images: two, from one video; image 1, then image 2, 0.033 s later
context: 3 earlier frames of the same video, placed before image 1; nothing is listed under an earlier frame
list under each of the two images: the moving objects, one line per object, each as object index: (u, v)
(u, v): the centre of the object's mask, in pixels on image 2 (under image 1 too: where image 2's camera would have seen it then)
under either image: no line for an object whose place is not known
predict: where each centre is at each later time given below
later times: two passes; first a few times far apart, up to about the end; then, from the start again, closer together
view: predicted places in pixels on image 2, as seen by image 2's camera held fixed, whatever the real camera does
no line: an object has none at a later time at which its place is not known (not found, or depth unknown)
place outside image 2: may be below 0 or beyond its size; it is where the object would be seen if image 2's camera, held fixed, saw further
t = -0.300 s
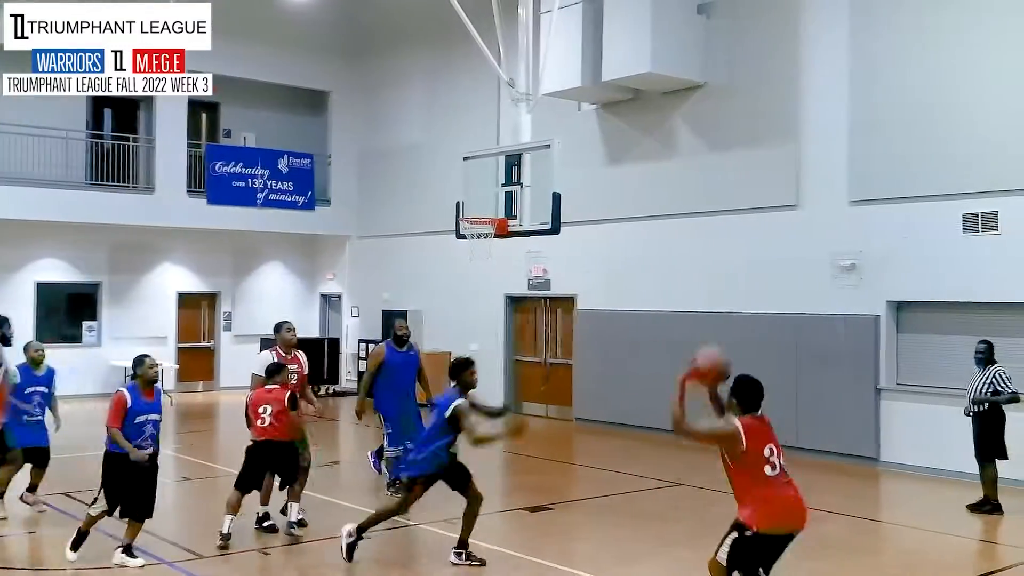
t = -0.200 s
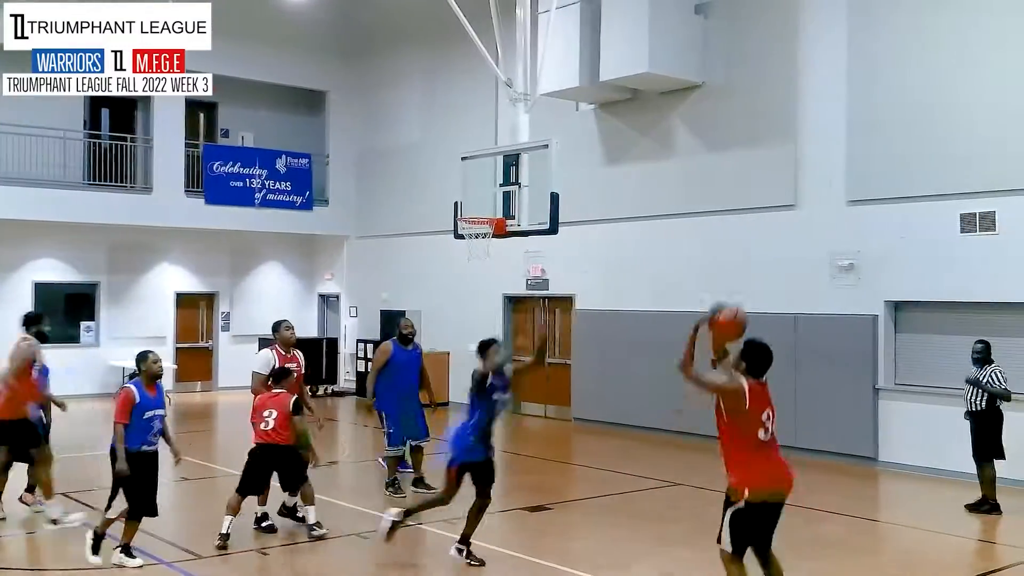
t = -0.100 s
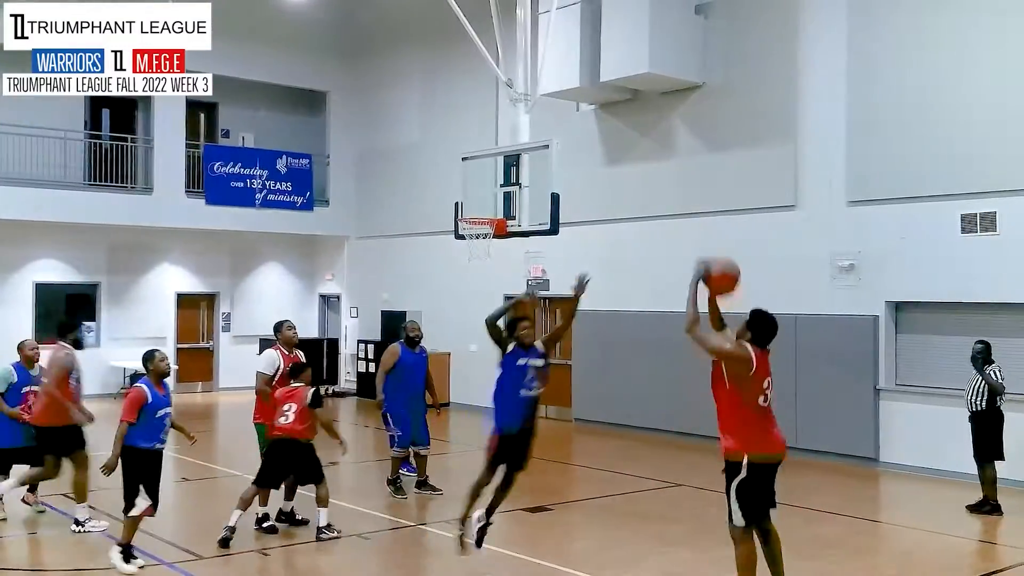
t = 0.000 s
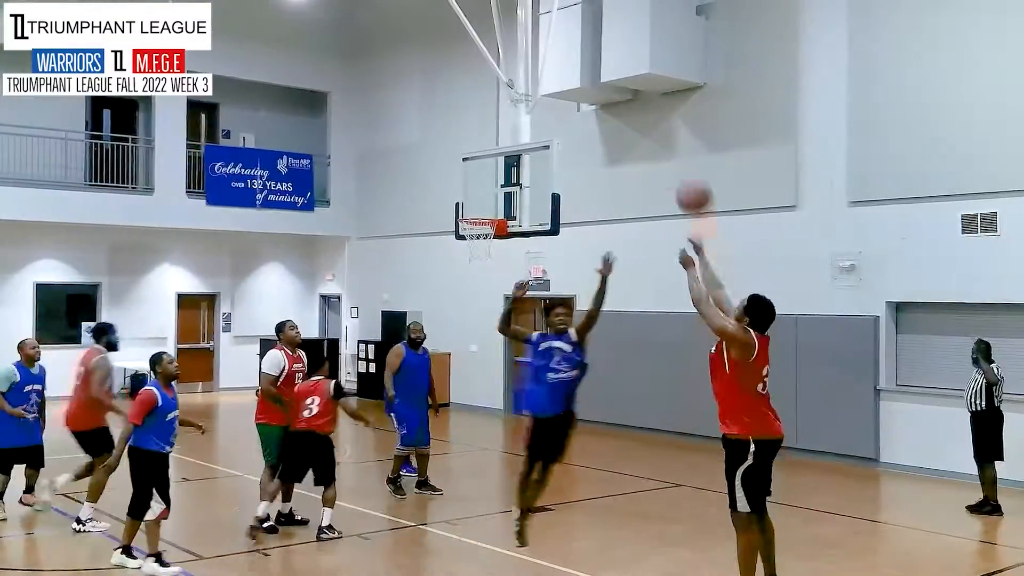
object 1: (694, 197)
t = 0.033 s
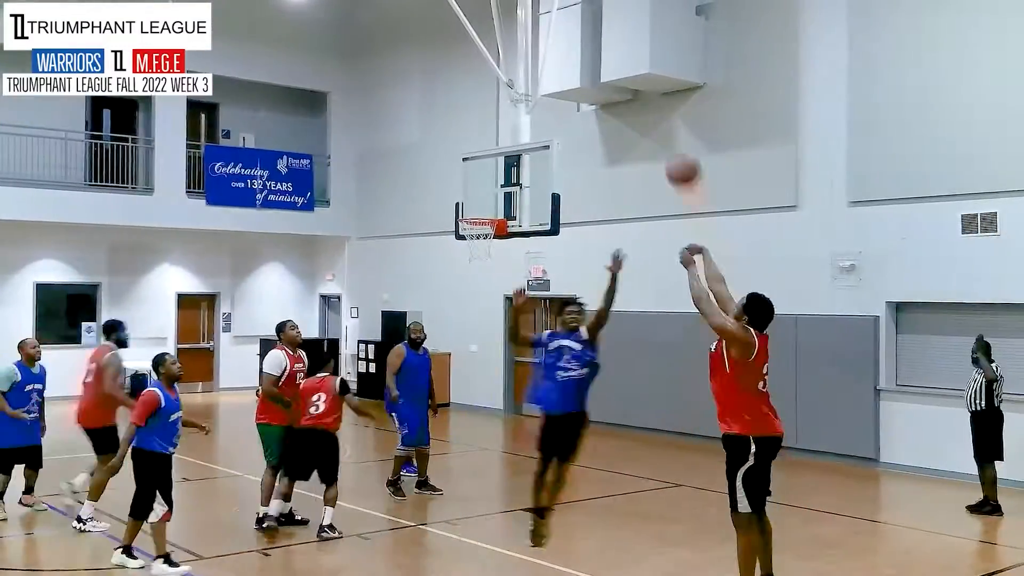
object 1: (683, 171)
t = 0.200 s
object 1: (636, 79)
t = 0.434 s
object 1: (581, 18)
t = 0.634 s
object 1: (545, 24)
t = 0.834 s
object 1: (513, 65)
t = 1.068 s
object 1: (481, 152)
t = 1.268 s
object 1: (453, 199)
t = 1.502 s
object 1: (412, 182)
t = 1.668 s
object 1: (381, 198)
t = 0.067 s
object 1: (672, 148)
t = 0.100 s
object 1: (663, 127)
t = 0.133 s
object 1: (654, 107)
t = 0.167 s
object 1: (646, 95)
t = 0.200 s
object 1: (636, 79)
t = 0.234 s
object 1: (625, 60)
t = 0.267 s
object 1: (617, 49)
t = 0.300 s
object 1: (610, 40)
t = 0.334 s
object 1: (602, 32)
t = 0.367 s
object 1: (595, 27)
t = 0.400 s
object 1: (588, 22)
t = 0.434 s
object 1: (581, 18)
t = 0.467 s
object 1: (575, 16)
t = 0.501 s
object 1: (568, 15)
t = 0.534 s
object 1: (561, 15)
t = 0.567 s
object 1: (556, 17)
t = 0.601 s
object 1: (550, 20)
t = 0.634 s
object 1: (545, 24)
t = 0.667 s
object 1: (538, 29)
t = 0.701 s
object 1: (532, 34)
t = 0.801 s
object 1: (518, 57)
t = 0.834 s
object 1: (513, 65)
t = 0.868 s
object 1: (508, 77)
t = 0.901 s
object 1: (503, 88)
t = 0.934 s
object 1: (500, 98)
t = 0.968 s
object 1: (494, 112)
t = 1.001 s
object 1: (489, 125)
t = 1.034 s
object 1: (485, 137)
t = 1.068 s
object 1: (481, 152)
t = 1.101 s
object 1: (477, 166)
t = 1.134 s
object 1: (472, 182)
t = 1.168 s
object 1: (469, 196)
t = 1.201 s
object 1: (465, 211)
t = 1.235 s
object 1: (459, 205)
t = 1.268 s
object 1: (453, 199)
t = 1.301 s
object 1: (447, 194)
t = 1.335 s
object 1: (442, 190)
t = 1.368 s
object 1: (436, 186)
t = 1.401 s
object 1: (430, 184)
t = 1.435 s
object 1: (424, 182)
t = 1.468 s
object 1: (418, 182)
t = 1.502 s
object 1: (412, 182)
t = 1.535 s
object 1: (406, 184)
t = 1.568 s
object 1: (399, 186)
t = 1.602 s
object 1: (393, 189)
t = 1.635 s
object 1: (386, 193)
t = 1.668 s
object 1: (381, 198)
